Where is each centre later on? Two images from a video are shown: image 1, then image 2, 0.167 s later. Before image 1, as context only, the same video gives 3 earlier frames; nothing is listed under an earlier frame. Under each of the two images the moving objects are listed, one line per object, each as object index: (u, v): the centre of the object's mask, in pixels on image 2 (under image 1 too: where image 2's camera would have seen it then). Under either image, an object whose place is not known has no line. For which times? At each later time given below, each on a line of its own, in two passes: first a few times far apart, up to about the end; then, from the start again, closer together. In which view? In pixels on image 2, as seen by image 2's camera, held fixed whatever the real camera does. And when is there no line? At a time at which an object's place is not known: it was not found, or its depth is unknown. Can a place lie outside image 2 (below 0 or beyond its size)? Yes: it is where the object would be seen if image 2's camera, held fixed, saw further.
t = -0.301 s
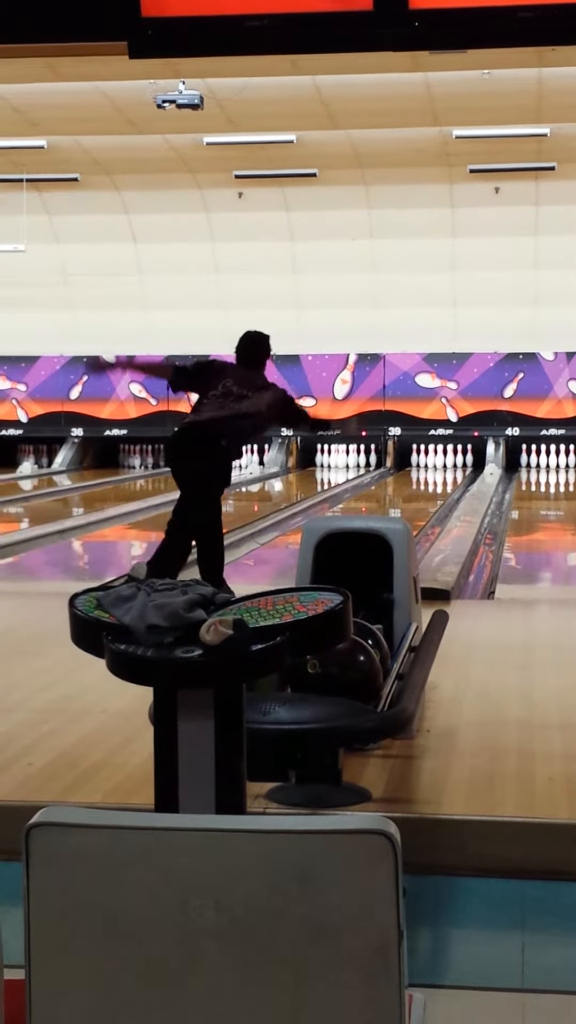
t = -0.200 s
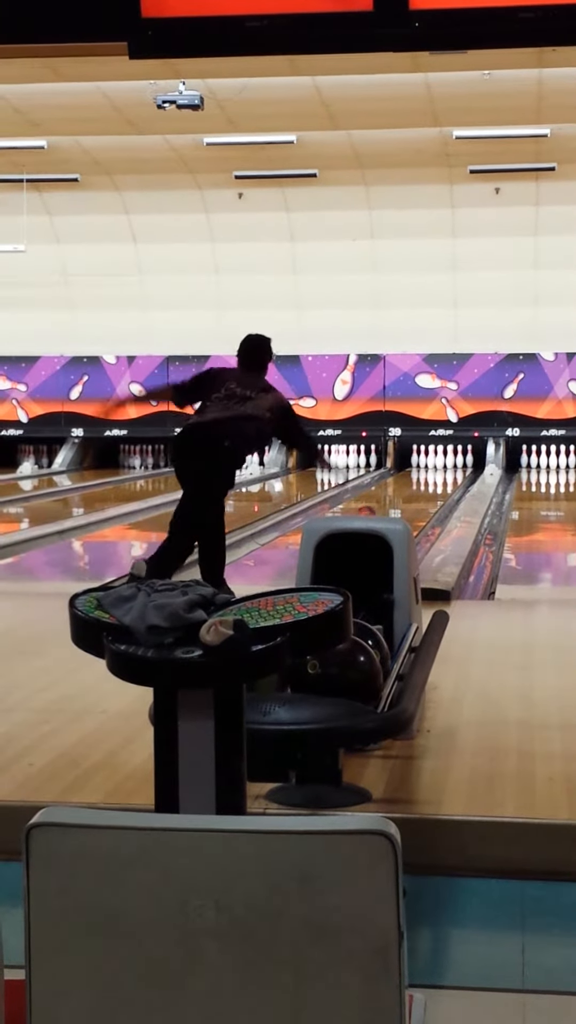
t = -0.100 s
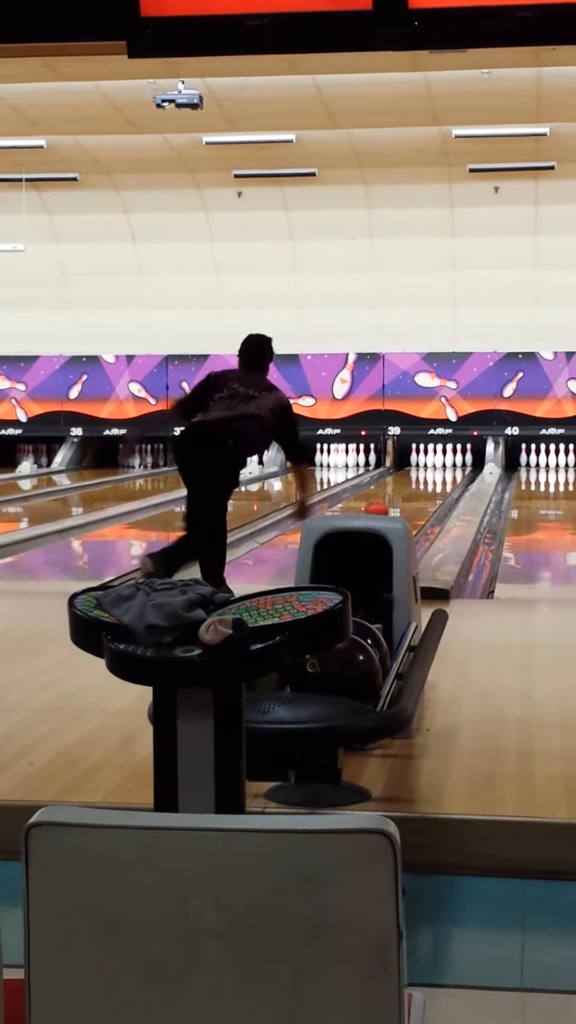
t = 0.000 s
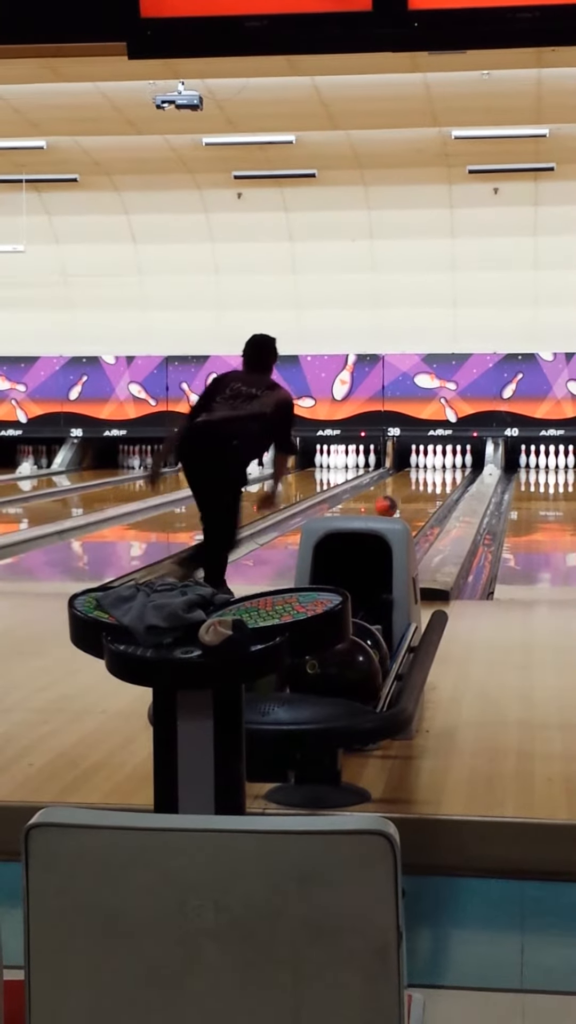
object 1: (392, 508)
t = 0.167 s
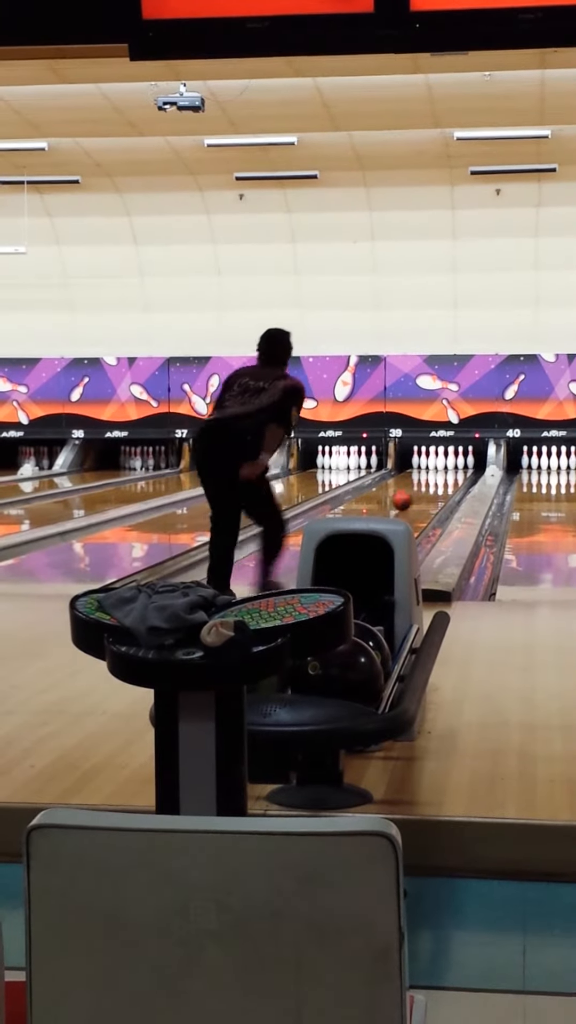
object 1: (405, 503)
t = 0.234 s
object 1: (410, 498)
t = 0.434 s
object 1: (423, 491)
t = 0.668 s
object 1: (431, 483)
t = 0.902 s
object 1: (440, 477)
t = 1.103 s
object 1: (445, 472)
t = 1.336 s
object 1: (448, 469)
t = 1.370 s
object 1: (448, 468)
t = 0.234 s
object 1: (410, 498)
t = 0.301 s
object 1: (415, 496)
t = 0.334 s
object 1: (414, 494)
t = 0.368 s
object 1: (416, 493)
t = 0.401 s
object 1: (418, 491)
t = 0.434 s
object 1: (423, 491)
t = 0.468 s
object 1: (424, 490)
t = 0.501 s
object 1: (426, 488)
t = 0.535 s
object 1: (425, 487)
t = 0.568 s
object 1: (427, 486)
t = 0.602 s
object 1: (428, 485)
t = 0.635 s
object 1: (429, 484)
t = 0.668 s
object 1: (431, 483)
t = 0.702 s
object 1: (433, 482)
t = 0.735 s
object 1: (434, 481)
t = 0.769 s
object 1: (435, 480)
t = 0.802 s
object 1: (436, 480)
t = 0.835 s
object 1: (438, 479)
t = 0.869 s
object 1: (439, 478)
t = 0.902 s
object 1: (440, 477)
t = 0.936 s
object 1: (441, 477)
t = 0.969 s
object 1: (442, 476)
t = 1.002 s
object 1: (443, 475)
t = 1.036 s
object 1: (444, 474)
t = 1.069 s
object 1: (444, 473)
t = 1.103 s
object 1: (445, 472)
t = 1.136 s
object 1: (446, 472)
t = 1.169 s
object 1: (446, 471)
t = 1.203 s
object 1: (446, 471)
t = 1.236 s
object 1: (447, 470)
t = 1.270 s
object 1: (447, 470)
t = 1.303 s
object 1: (448, 469)
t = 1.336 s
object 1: (448, 469)
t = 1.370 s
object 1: (448, 468)
